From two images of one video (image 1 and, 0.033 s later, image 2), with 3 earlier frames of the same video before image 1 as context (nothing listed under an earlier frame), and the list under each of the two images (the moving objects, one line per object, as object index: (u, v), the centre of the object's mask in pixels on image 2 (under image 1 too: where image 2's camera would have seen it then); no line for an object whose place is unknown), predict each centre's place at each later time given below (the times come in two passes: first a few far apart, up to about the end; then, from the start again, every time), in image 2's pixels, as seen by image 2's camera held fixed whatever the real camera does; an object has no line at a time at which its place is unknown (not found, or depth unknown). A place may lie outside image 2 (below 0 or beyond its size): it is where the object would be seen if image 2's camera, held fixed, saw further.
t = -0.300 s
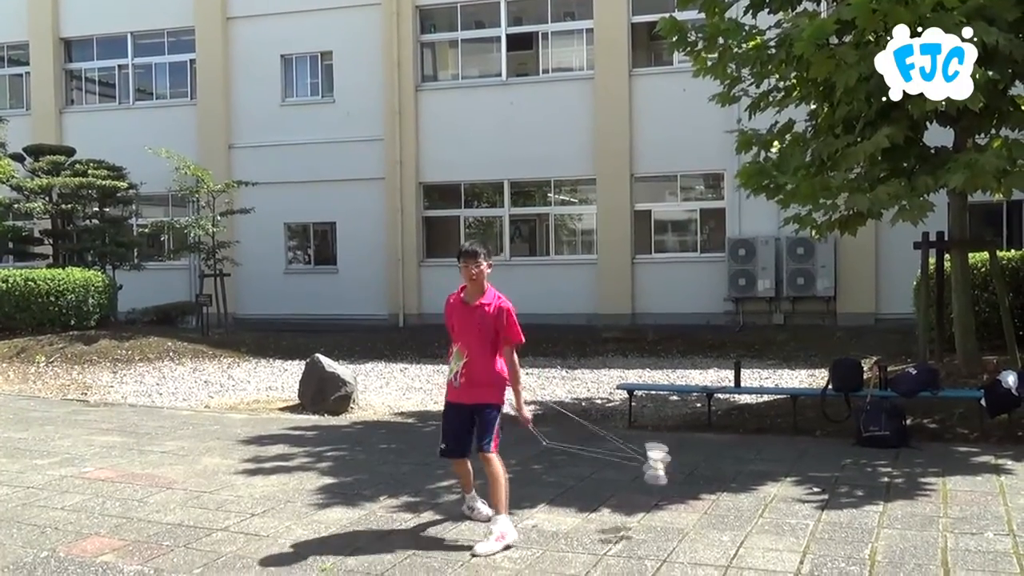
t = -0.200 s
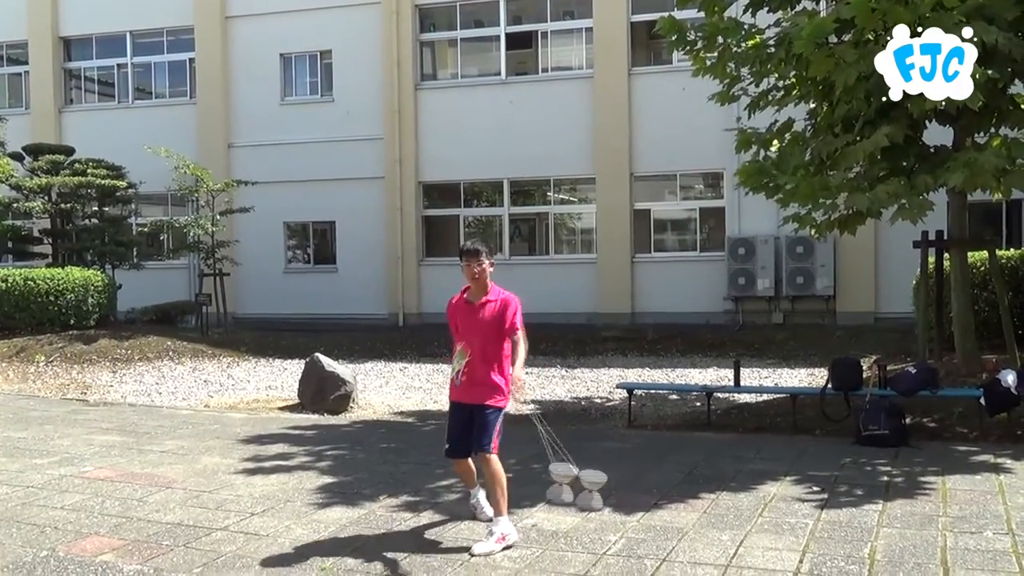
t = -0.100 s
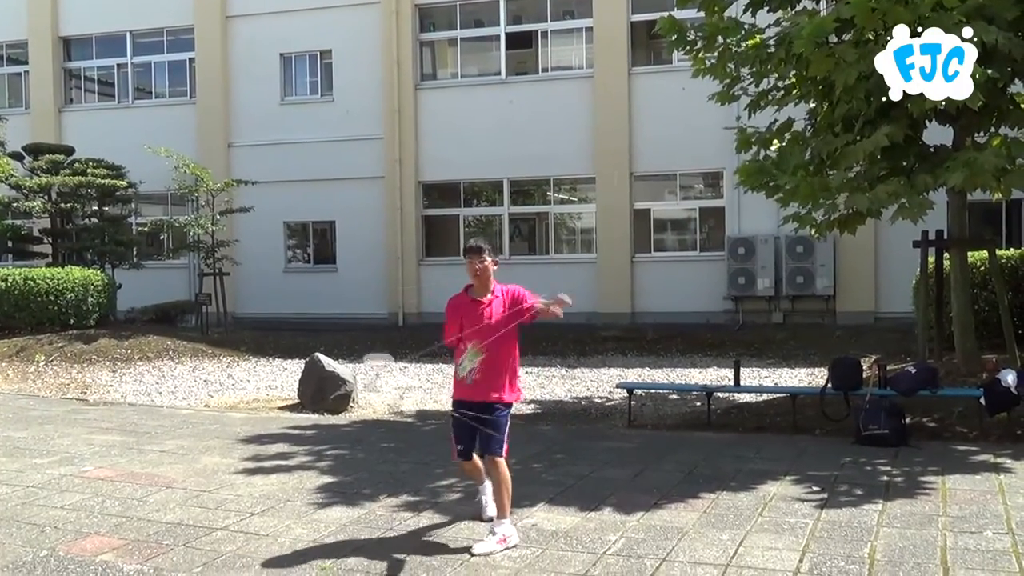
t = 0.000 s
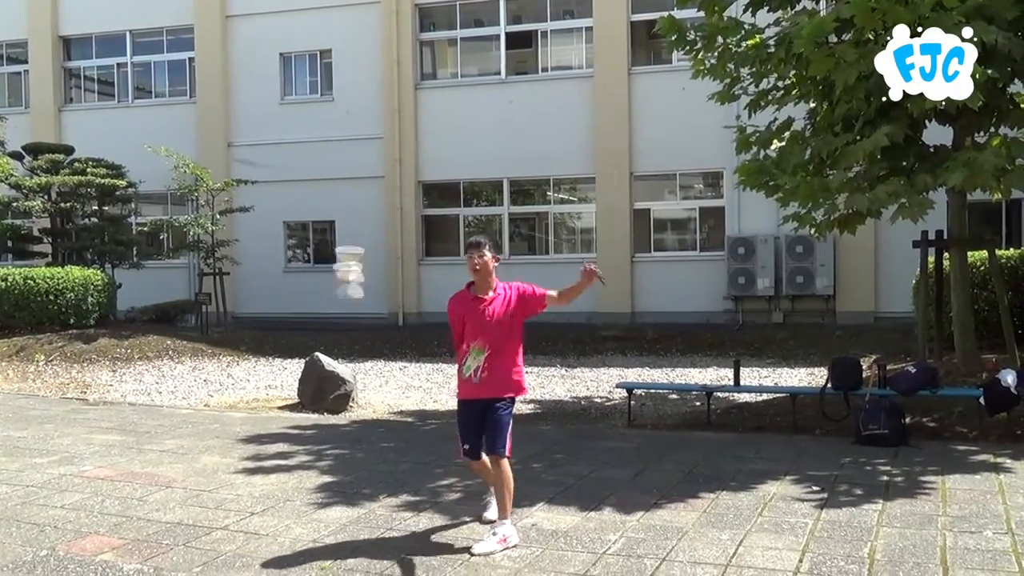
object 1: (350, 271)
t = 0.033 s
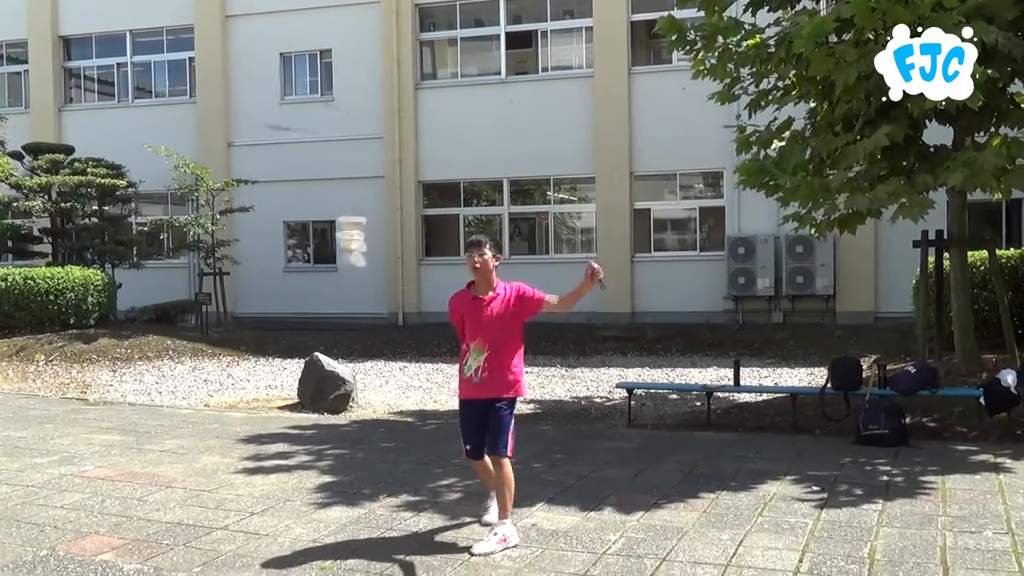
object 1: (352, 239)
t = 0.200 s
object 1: (366, 124)
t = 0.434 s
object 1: (387, 67)
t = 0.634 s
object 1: (406, 108)
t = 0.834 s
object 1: (424, 230)
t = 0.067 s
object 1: (355, 211)
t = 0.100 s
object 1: (358, 186)
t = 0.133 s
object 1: (361, 162)
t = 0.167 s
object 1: (363, 141)
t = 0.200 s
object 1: (366, 124)
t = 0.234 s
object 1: (369, 109)
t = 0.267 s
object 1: (372, 97)
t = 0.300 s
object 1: (375, 85)
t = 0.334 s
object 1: (378, 77)
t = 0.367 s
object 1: (381, 71)
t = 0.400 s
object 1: (384, 68)
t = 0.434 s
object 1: (387, 67)
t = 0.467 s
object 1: (390, 67)
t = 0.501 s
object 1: (393, 71)
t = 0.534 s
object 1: (396, 77)
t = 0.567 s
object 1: (399, 84)
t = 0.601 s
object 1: (402, 95)
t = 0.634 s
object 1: (406, 108)
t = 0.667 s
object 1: (409, 123)
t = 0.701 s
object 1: (412, 139)
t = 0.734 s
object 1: (415, 158)
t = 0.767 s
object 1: (418, 180)
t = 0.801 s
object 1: (421, 204)
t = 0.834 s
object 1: (424, 230)
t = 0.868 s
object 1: (428, 256)
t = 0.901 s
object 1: (431, 286)
